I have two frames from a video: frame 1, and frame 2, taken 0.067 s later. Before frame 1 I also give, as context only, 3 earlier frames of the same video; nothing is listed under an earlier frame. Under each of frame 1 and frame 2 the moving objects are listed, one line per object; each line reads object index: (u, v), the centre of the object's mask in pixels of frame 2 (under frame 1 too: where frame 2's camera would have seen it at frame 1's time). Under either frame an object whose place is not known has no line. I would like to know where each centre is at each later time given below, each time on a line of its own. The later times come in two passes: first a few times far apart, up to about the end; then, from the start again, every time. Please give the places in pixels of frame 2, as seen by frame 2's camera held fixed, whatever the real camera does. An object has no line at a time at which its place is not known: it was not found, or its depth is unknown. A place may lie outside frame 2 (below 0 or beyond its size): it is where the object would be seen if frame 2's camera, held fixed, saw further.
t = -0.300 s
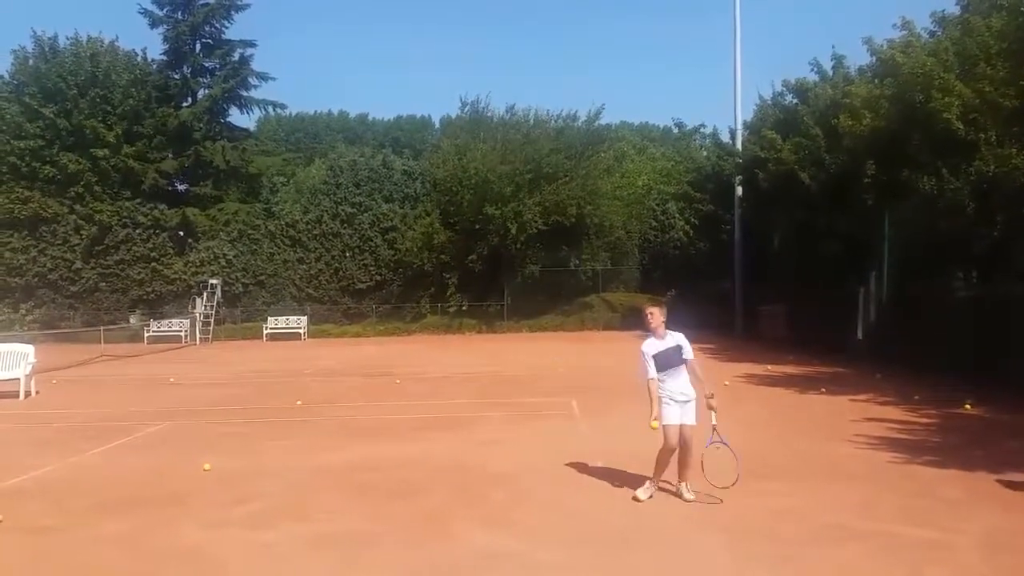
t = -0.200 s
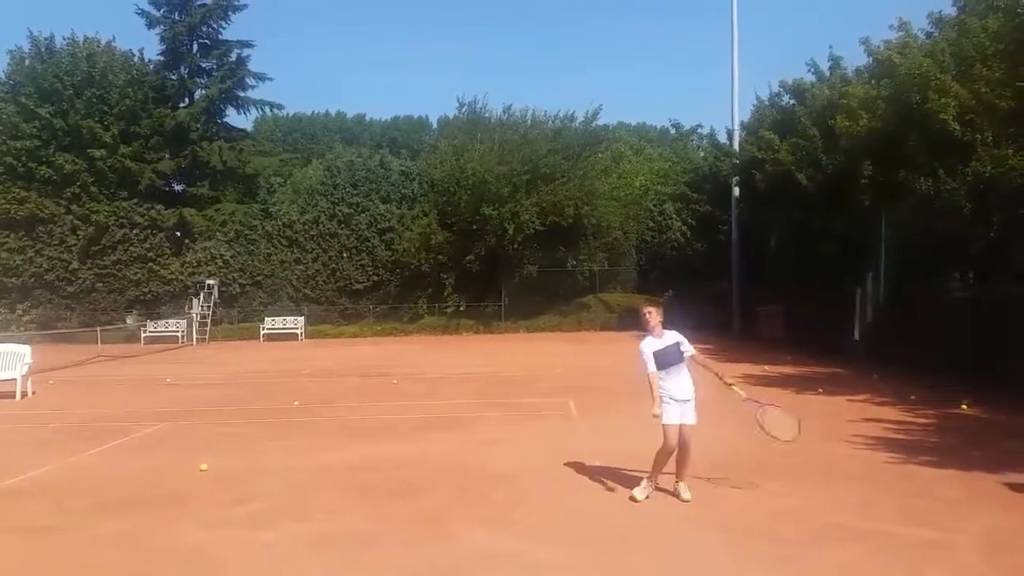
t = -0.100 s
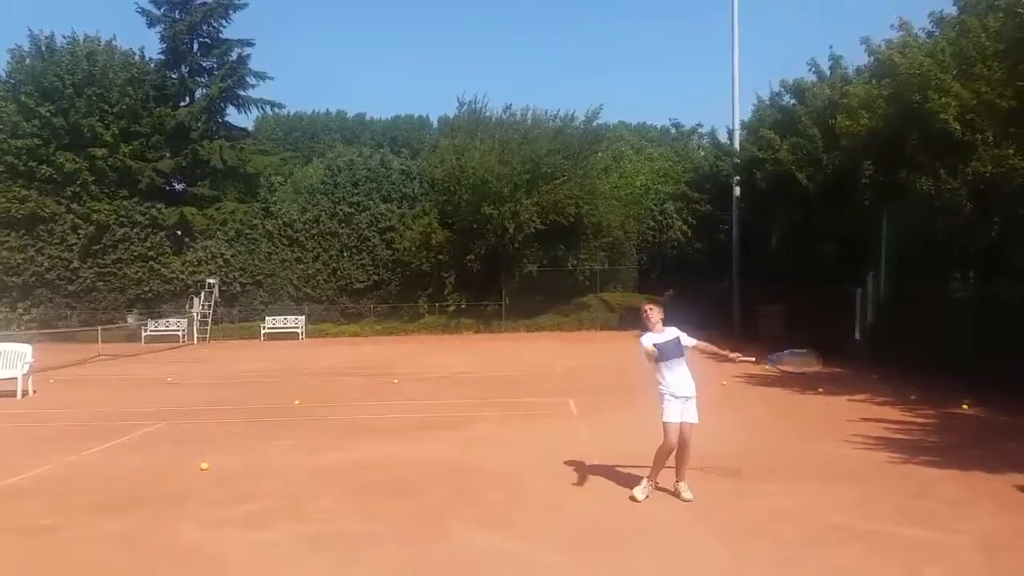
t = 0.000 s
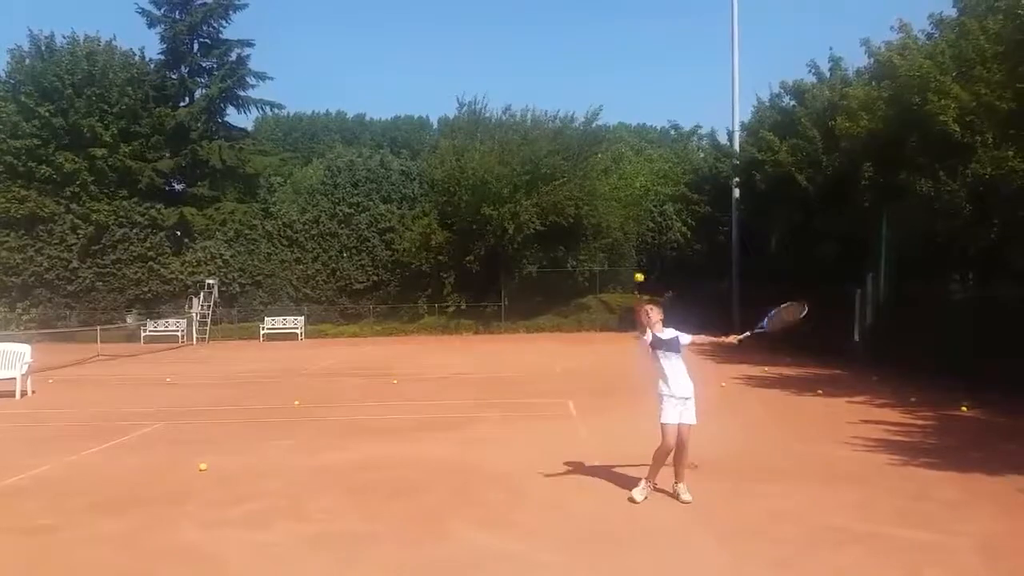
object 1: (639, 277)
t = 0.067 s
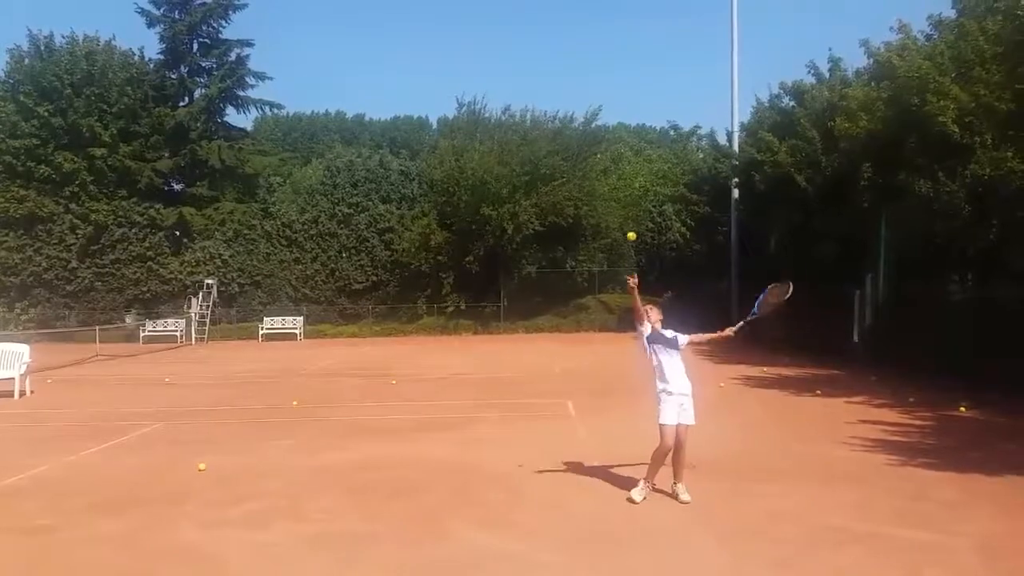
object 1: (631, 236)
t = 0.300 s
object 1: (608, 135)
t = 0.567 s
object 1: (585, 111)
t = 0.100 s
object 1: (628, 217)
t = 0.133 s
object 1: (624, 200)
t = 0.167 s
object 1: (621, 185)
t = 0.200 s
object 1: (618, 171)
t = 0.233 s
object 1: (614, 159)
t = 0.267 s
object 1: (611, 146)
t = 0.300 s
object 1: (608, 135)
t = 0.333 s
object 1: (605, 127)
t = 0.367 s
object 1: (602, 122)
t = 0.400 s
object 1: (599, 116)
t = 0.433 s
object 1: (596, 111)
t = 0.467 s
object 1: (593, 109)
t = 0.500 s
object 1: (591, 109)
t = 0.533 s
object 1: (589, 109)
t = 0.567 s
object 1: (585, 111)
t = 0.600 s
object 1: (582, 113)
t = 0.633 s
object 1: (579, 117)
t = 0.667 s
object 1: (576, 122)
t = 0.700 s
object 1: (574, 131)
